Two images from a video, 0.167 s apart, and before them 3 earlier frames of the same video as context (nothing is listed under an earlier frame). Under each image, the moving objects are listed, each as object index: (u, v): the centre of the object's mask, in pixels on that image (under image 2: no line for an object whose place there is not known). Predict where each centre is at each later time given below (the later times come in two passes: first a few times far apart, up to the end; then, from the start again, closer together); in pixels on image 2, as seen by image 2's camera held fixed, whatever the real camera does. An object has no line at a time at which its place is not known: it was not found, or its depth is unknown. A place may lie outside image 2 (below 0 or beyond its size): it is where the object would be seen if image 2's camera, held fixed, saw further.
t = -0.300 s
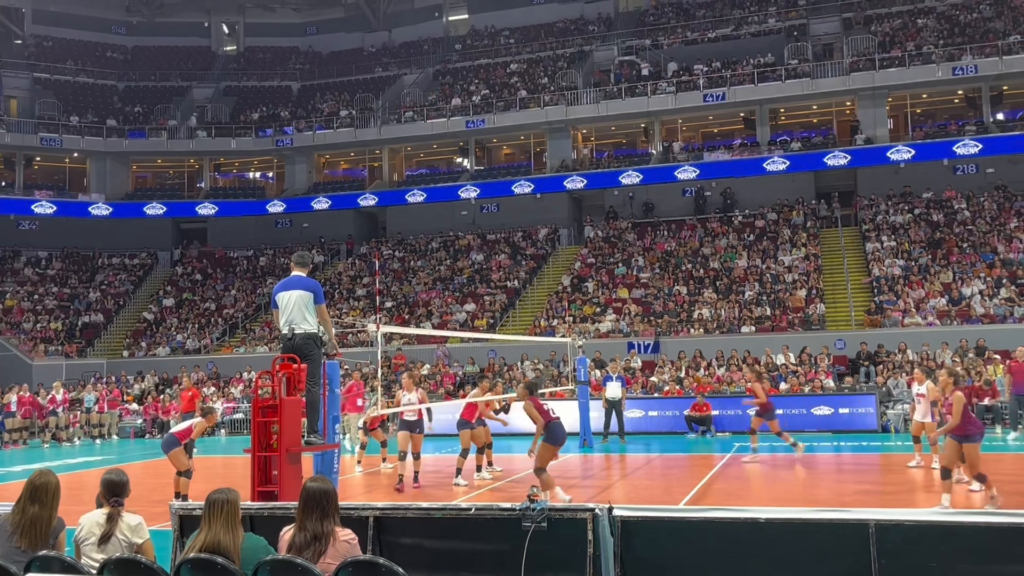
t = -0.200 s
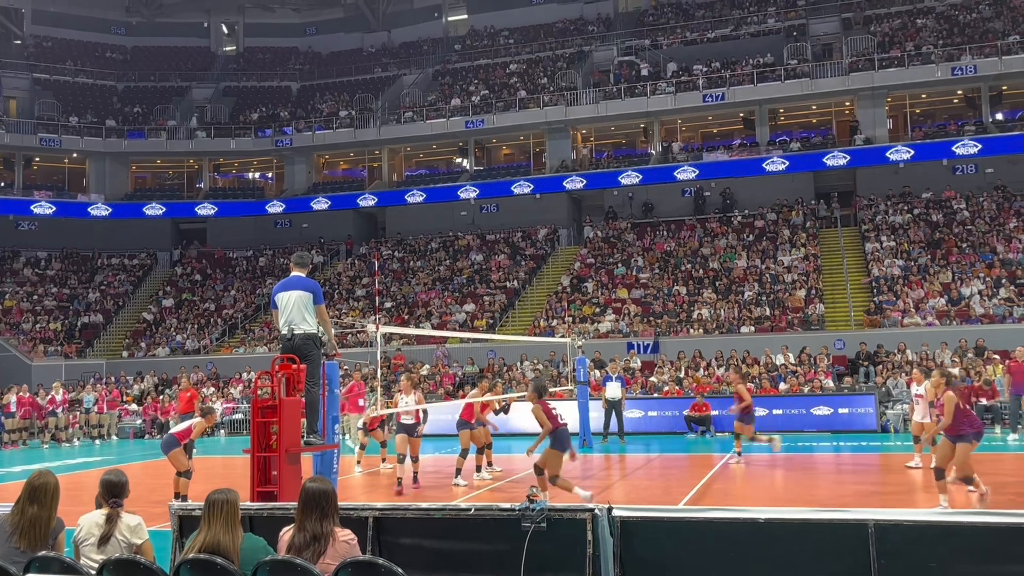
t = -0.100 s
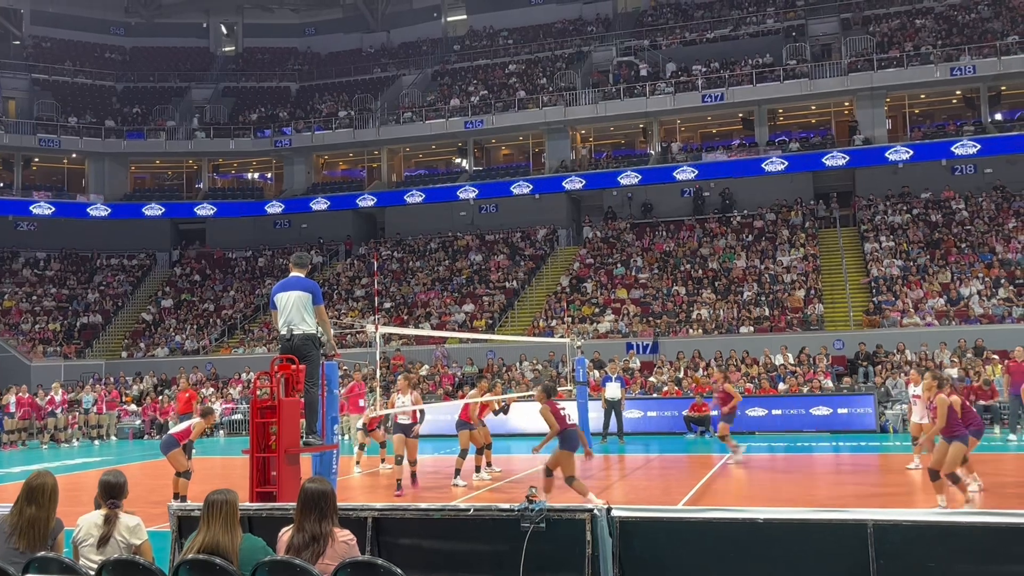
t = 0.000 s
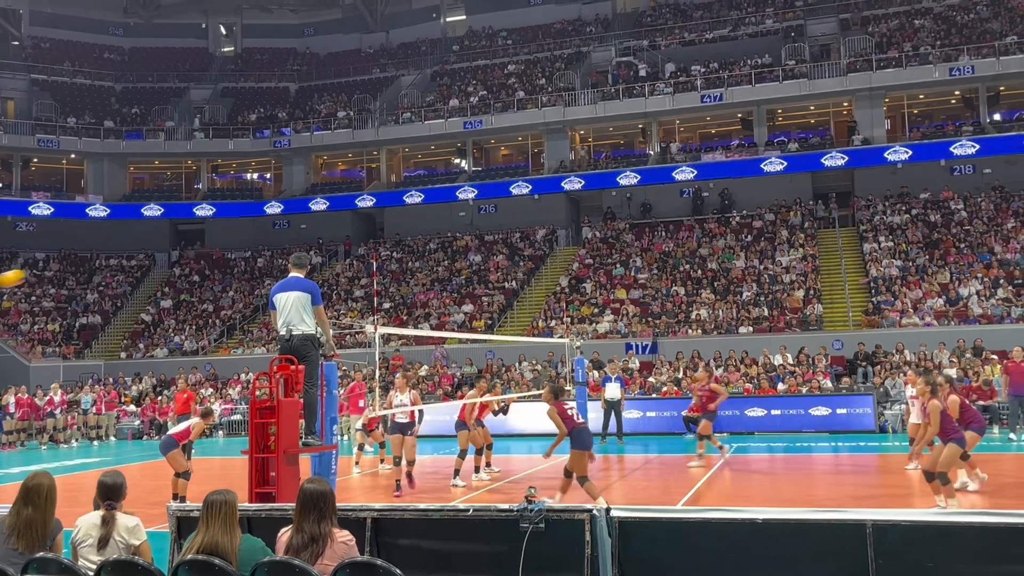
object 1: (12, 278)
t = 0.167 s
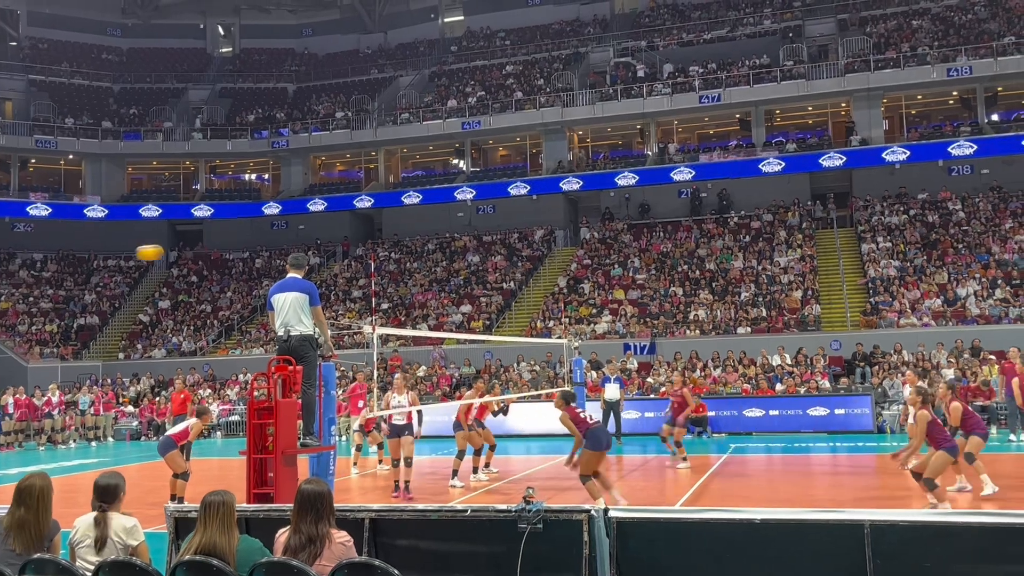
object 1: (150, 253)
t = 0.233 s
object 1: (207, 249)
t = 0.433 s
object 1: (382, 257)
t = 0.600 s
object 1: (532, 292)
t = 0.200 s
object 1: (178, 250)
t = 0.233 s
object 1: (207, 249)
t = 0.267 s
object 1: (235, 248)
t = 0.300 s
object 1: (264, 248)
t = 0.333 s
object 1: (293, 248)
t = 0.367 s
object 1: (323, 251)
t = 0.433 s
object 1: (382, 257)
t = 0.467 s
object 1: (412, 263)
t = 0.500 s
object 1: (442, 269)
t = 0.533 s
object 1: (472, 276)
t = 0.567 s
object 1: (502, 284)
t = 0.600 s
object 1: (532, 292)
